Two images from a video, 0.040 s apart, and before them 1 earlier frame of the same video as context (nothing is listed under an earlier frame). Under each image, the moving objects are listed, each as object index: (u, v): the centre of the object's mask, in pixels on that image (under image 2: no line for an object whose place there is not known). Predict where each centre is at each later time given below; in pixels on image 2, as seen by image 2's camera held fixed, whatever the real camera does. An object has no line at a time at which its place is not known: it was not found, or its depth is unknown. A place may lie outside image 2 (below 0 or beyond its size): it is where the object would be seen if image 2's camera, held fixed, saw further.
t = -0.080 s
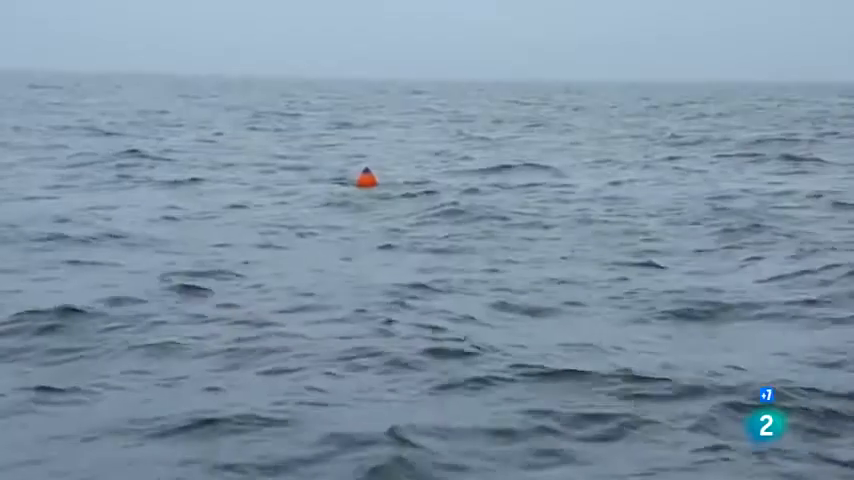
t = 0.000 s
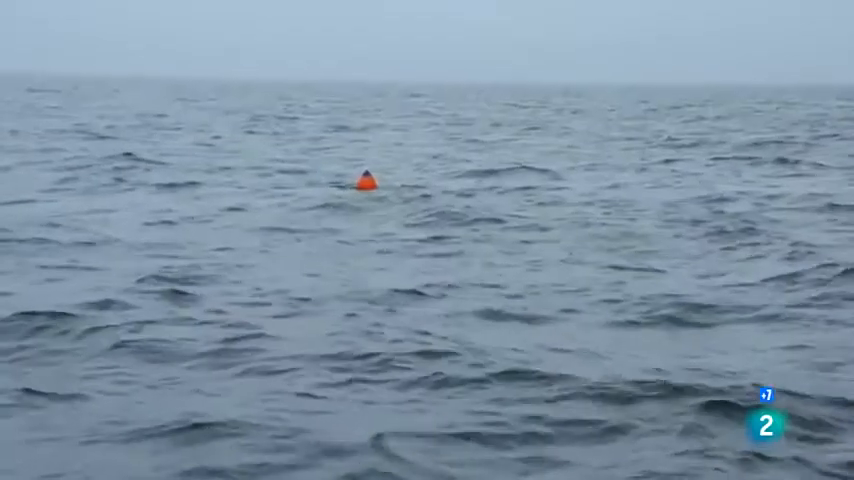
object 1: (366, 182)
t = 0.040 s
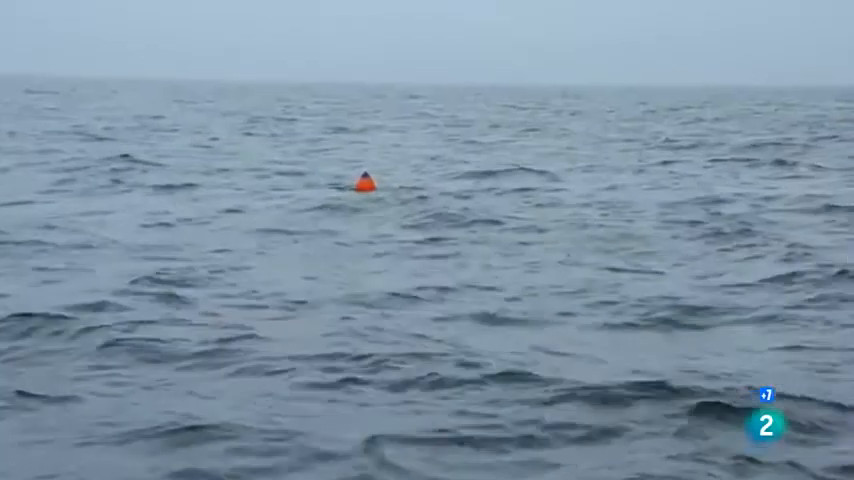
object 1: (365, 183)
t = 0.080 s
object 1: (368, 183)
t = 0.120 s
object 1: (371, 182)
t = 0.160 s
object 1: (372, 182)
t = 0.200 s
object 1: (374, 182)
